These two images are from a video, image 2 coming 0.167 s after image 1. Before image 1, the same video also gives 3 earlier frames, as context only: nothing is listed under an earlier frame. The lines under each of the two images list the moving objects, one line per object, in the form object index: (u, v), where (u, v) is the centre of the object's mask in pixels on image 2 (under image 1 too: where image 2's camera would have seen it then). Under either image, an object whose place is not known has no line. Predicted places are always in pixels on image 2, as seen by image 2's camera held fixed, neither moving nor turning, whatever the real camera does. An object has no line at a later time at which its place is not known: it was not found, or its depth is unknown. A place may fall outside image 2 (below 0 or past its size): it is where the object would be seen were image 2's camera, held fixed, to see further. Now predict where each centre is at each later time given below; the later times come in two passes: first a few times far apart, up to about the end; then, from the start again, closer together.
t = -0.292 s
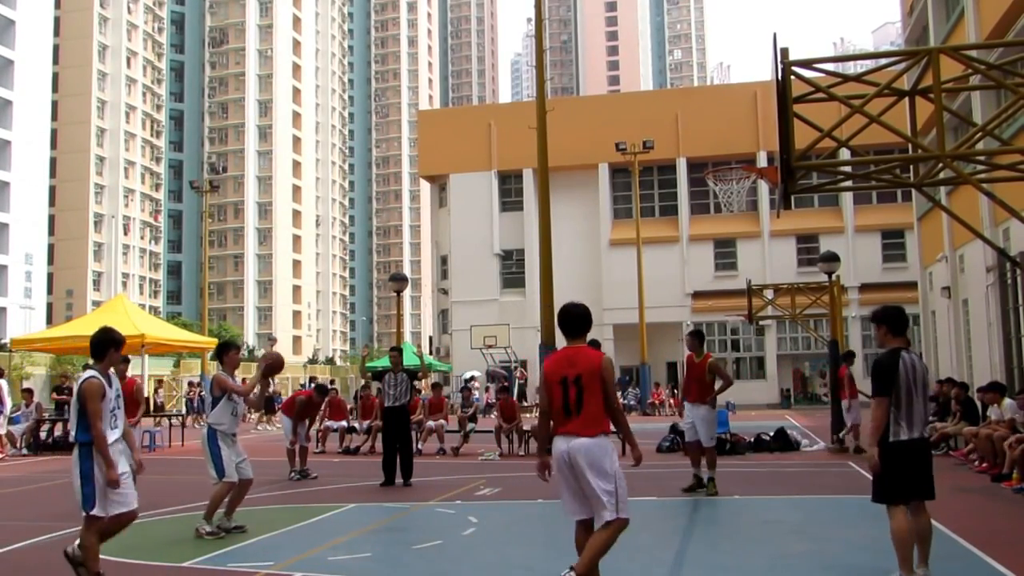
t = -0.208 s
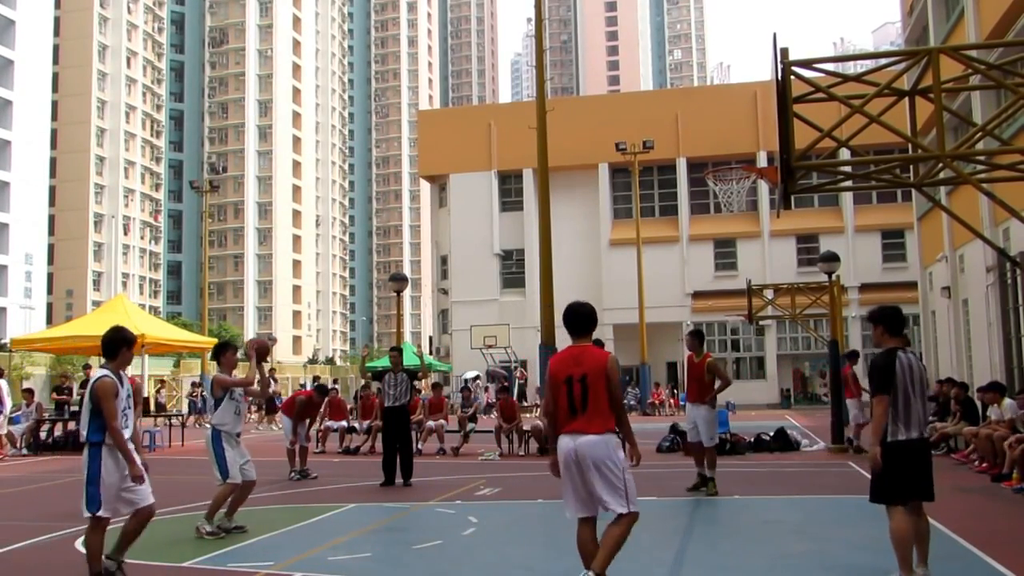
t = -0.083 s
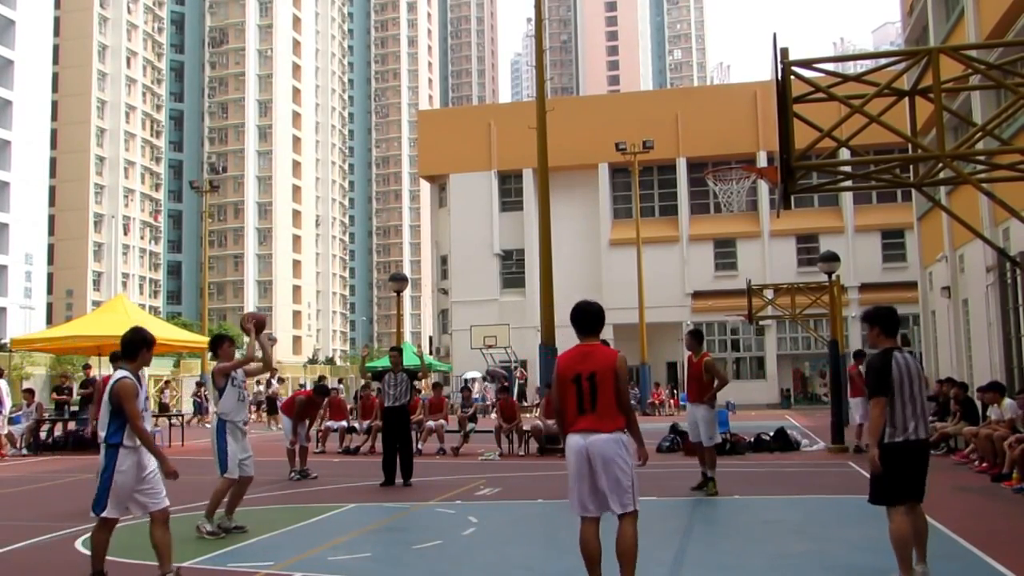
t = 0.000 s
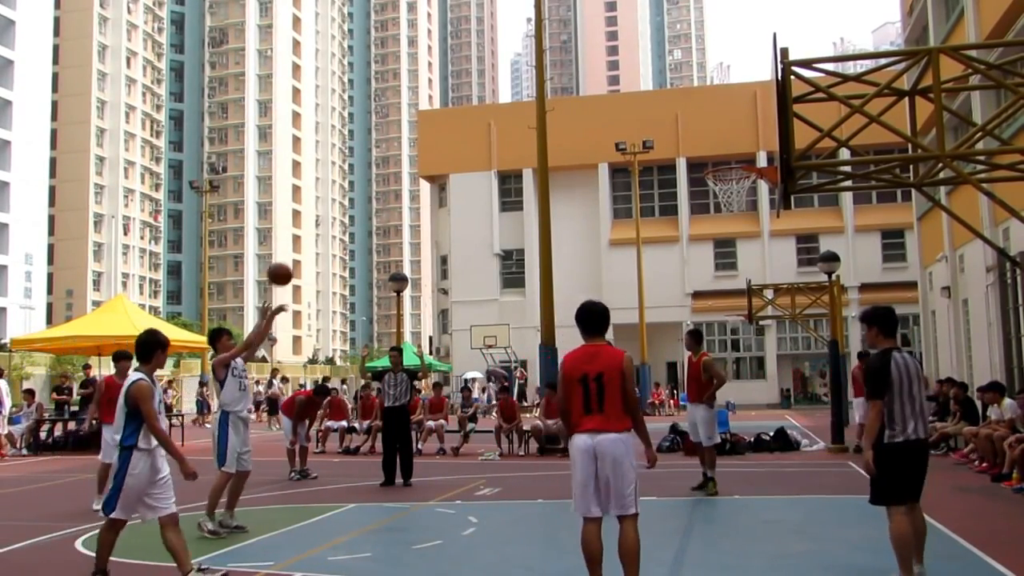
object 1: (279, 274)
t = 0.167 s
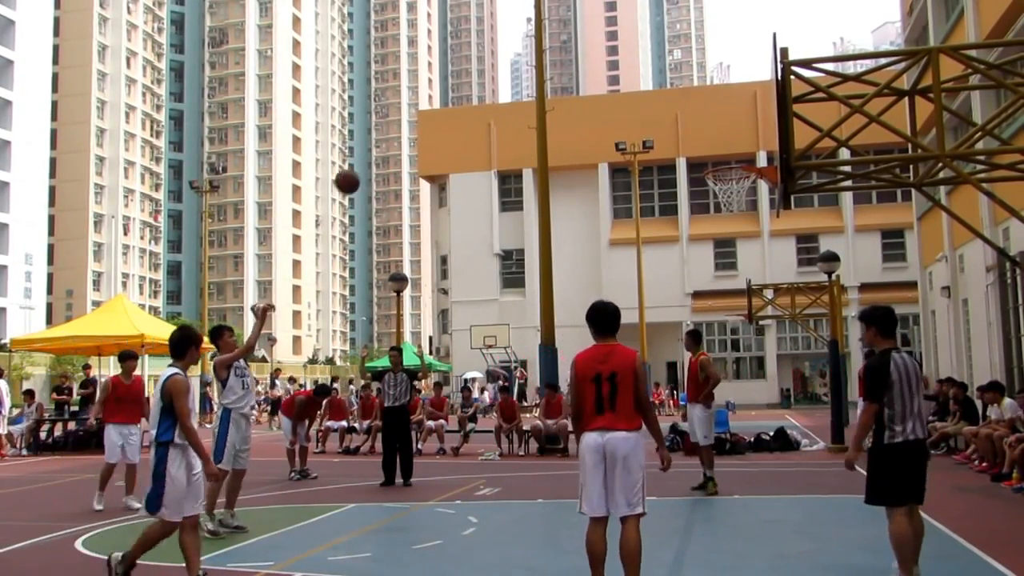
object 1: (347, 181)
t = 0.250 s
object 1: (381, 146)
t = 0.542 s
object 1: (499, 77)
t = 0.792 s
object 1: (604, 86)
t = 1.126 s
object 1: (748, 178)
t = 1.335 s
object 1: (727, 219)
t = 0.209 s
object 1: (364, 163)
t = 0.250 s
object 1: (381, 146)
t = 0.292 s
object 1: (398, 131)
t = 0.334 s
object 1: (415, 117)
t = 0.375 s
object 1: (432, 106)
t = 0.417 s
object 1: (449, 96)
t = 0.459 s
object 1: (465, 88)
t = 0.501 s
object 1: (483, 81)
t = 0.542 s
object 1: (499, 77)
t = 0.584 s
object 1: (517, 74)
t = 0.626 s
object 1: (534, 73)
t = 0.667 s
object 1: (551, 73)
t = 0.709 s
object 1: (569, 76)
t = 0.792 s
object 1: (604, 86)
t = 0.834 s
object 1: (622, 94)
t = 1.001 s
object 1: (695, 145)
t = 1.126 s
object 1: (748, 178)
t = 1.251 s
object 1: (737, 209)
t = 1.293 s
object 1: (731, 211)
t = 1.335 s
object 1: (727, 219)
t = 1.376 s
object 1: (723, 231)
